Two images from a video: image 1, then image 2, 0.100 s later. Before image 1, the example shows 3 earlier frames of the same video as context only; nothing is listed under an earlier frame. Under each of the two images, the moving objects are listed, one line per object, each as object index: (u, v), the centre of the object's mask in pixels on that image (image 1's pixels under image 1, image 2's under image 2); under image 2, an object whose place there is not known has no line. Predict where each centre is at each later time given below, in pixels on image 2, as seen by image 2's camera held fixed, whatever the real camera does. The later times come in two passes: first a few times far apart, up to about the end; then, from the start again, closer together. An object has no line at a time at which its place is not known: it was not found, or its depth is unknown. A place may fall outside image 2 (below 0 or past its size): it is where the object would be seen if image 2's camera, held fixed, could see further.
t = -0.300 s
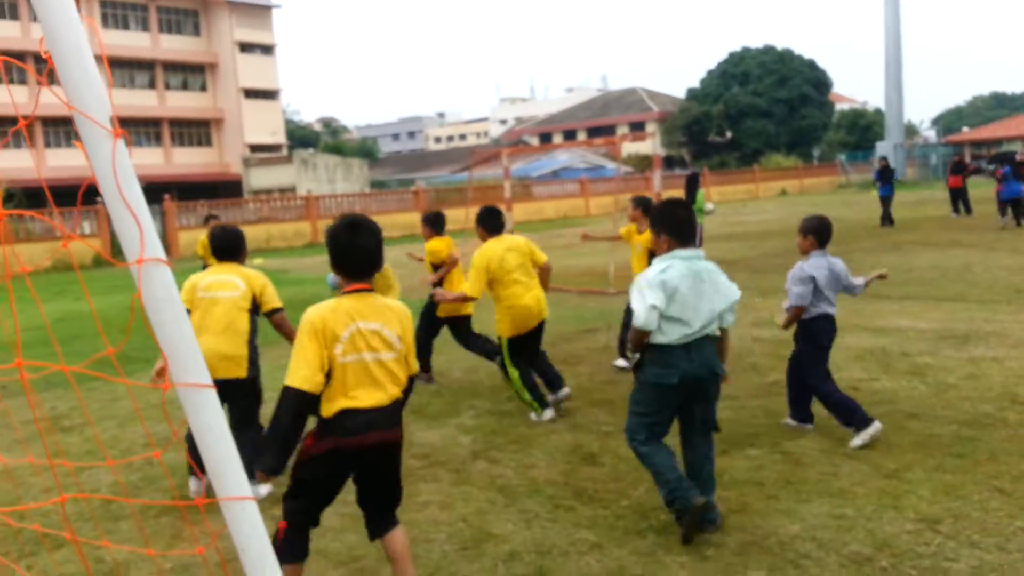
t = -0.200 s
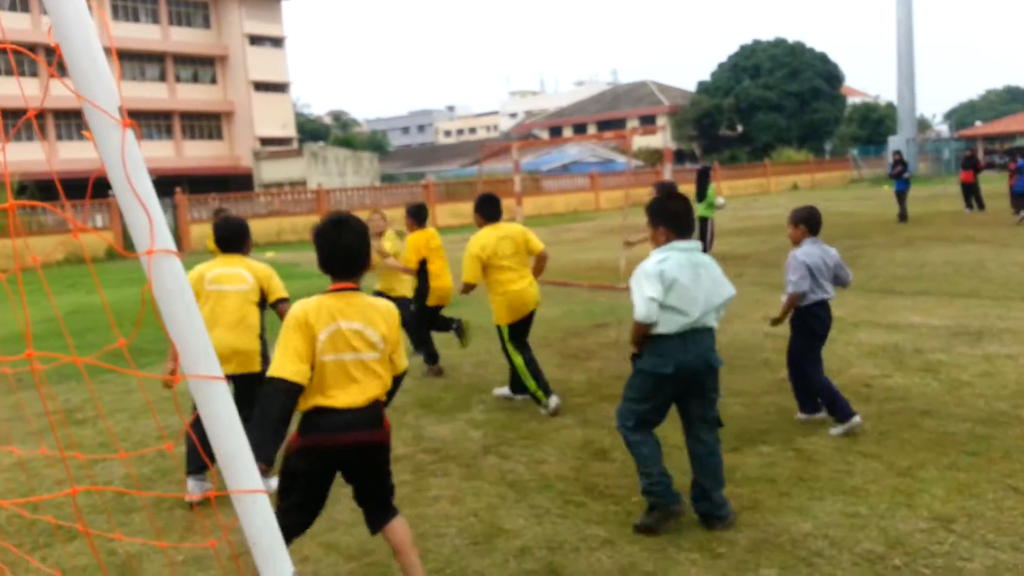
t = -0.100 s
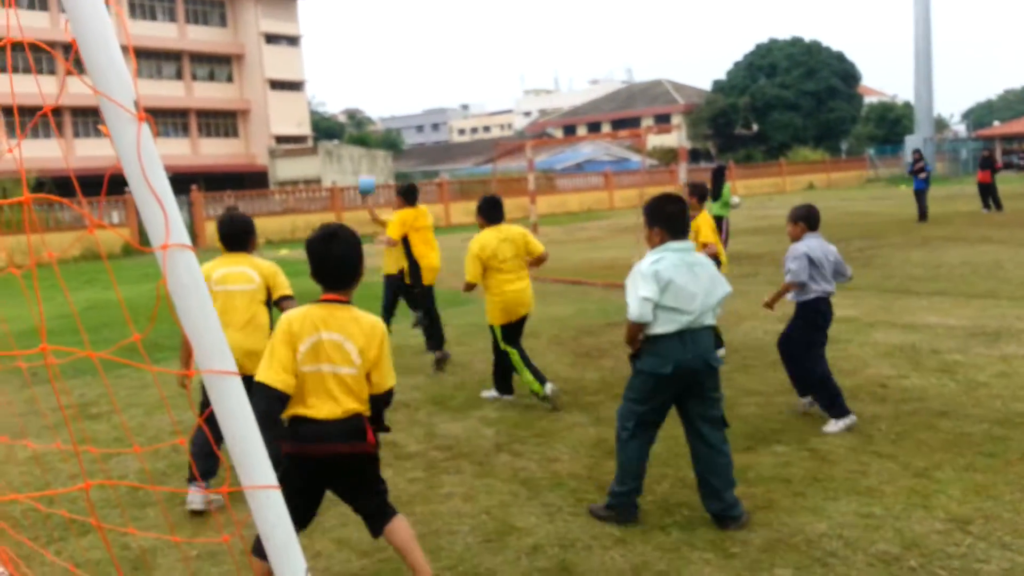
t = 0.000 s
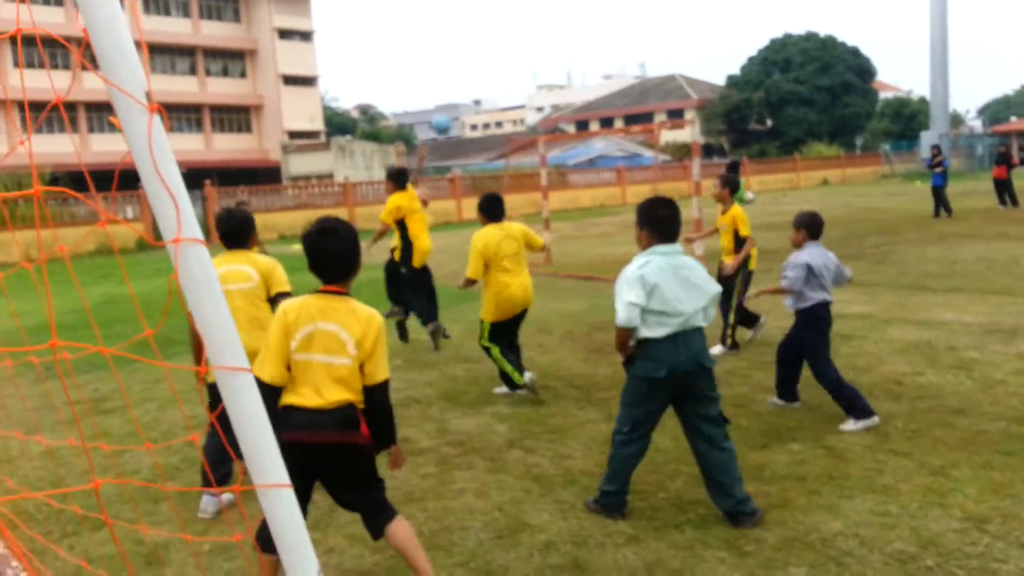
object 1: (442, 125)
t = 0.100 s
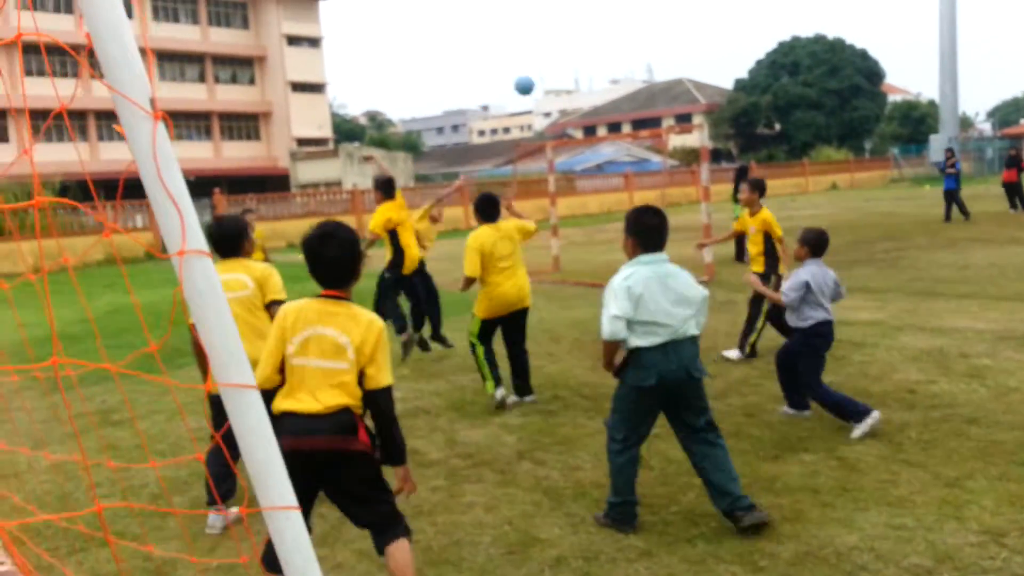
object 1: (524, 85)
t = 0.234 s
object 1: (640, 41)
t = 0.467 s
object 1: (879, 15)
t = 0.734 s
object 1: (1162, 115)
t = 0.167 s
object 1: (579, 61)
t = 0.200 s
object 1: (609, 51)
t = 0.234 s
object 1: (640, 41)
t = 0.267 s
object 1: (669, 32)
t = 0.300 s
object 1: (700, 26)
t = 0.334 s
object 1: (735, 22)
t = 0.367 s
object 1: (773, 18)
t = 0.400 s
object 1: (812, 14)
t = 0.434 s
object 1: (846, 12)
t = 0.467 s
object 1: (879, 15)
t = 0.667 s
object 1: (1087, 78)
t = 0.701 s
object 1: (1123, 97)
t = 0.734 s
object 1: (1162, 115)
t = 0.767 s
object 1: (1204, 137)
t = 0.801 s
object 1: (1243, 161)
